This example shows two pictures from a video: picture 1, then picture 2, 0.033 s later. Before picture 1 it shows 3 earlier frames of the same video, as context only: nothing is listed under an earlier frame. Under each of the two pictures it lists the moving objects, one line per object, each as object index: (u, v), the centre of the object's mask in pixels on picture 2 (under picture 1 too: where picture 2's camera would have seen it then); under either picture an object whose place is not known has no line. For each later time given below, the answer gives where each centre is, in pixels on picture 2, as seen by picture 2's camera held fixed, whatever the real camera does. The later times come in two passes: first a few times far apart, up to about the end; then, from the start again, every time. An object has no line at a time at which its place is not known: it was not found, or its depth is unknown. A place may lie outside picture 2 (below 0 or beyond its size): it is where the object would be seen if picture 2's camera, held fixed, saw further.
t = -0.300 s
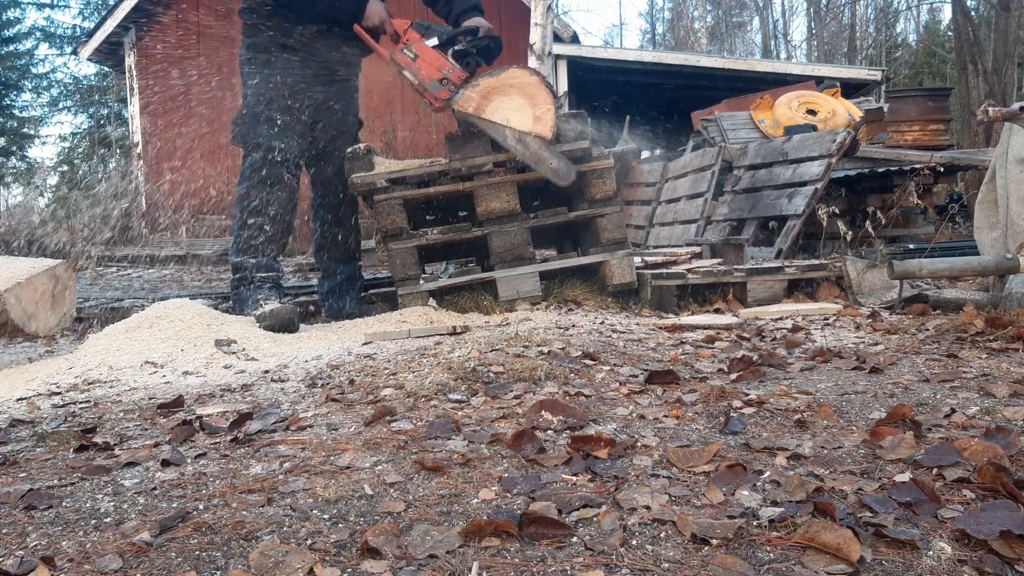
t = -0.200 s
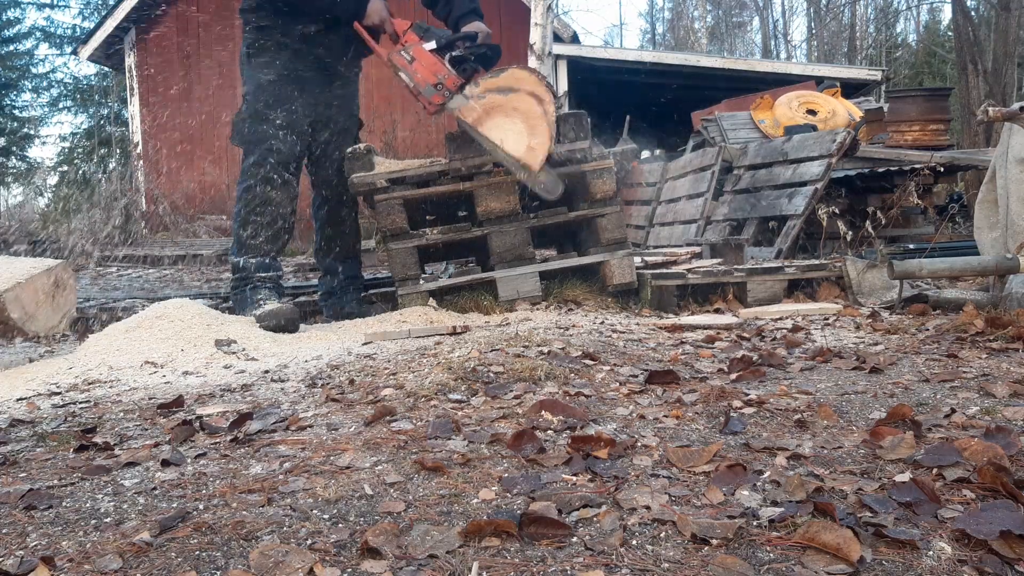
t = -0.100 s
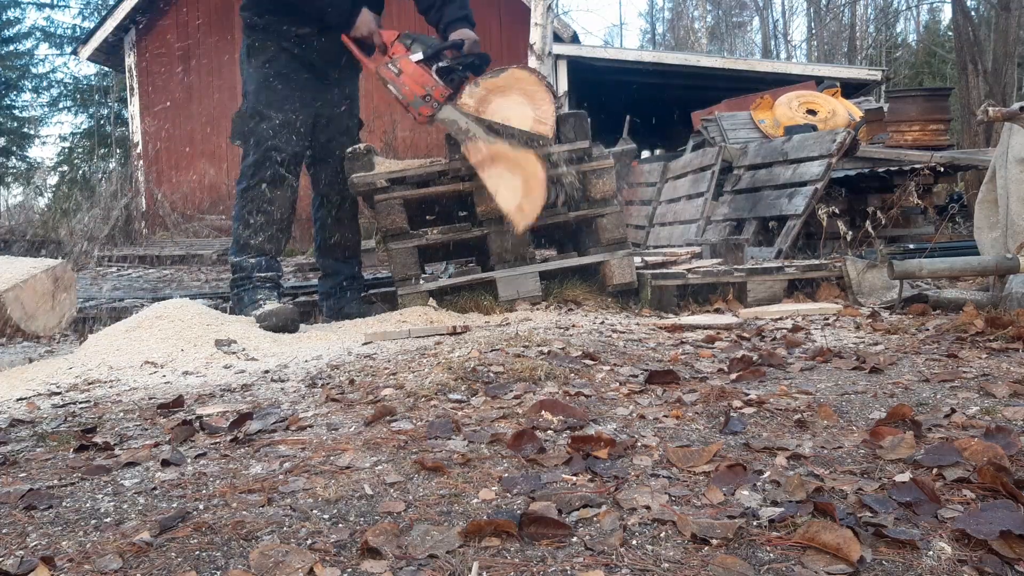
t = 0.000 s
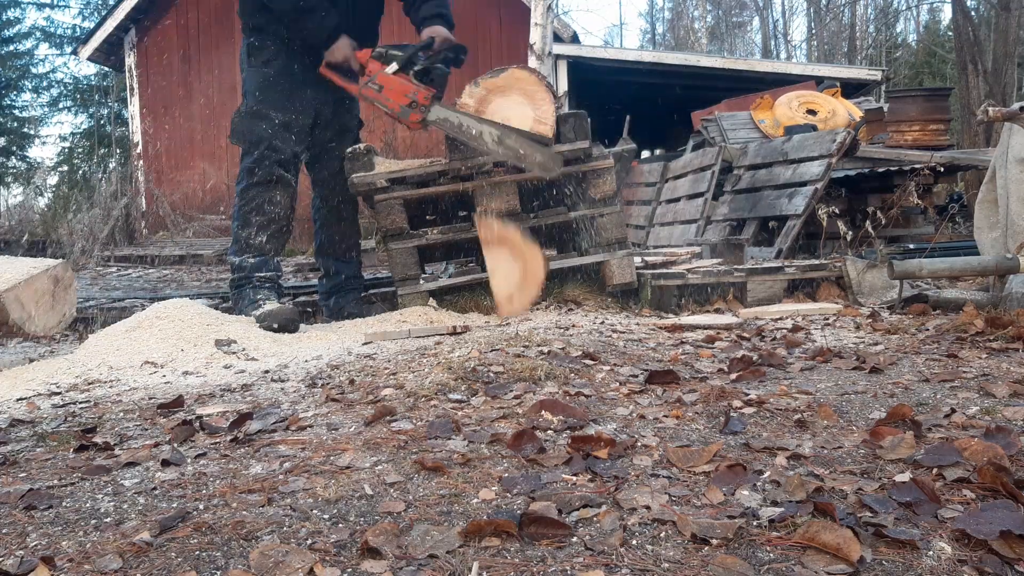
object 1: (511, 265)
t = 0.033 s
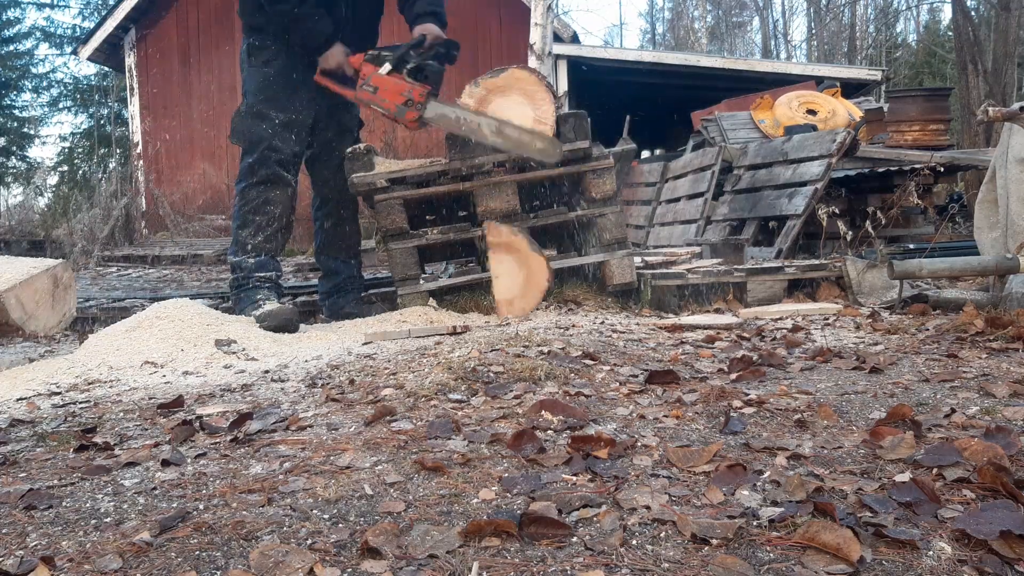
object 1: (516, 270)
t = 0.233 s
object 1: (557, 280)
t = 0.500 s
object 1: (626, 282)
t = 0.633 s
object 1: (637, 297)
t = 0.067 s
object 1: (521, 271)
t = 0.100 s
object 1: (527, 272)
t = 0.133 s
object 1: (534, 274)
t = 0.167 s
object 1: (541, 277)
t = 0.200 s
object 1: (550, 279)
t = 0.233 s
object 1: (557, 280)
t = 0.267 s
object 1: (566, 278)
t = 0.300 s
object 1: (573, 278)
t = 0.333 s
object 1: (582, 281)
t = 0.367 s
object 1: (589, 285)
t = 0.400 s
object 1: (596, 287)
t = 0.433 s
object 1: (606, 286)
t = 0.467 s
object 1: (620, 283)
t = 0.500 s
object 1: (626, 282)
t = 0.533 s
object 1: (630, 285)
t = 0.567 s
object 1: (633, 287)
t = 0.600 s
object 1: (634, 290)
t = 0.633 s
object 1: (637, 297)
